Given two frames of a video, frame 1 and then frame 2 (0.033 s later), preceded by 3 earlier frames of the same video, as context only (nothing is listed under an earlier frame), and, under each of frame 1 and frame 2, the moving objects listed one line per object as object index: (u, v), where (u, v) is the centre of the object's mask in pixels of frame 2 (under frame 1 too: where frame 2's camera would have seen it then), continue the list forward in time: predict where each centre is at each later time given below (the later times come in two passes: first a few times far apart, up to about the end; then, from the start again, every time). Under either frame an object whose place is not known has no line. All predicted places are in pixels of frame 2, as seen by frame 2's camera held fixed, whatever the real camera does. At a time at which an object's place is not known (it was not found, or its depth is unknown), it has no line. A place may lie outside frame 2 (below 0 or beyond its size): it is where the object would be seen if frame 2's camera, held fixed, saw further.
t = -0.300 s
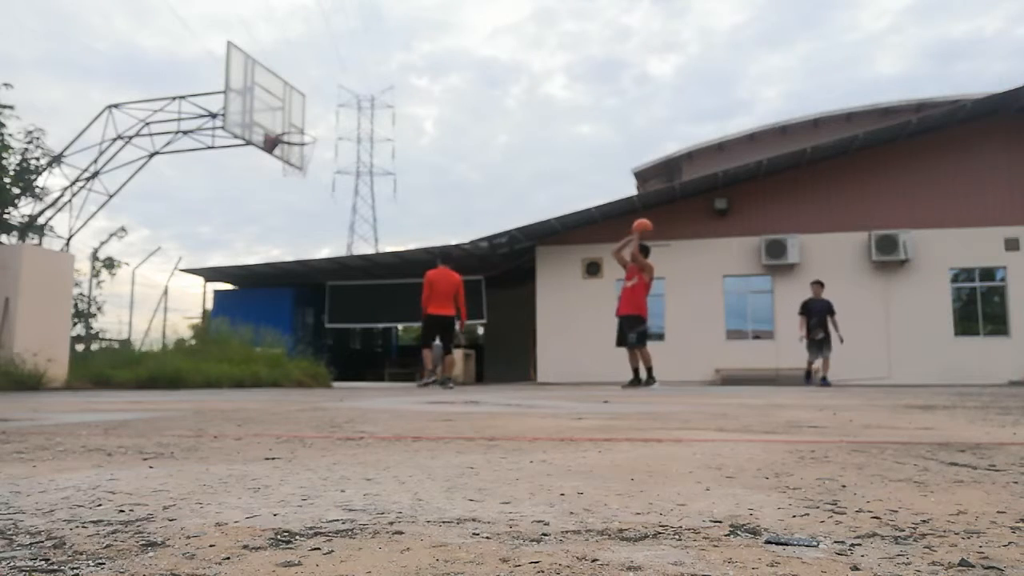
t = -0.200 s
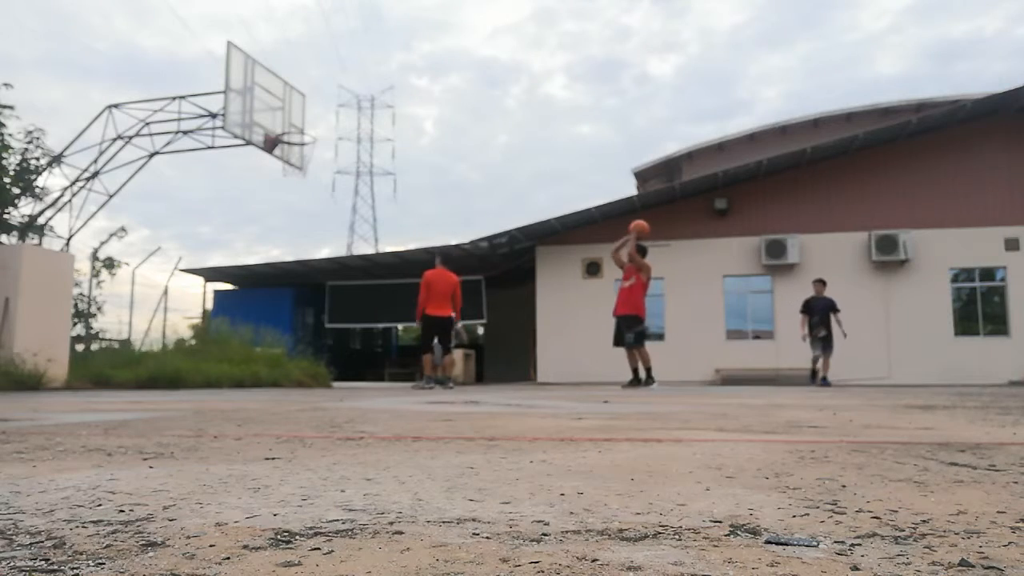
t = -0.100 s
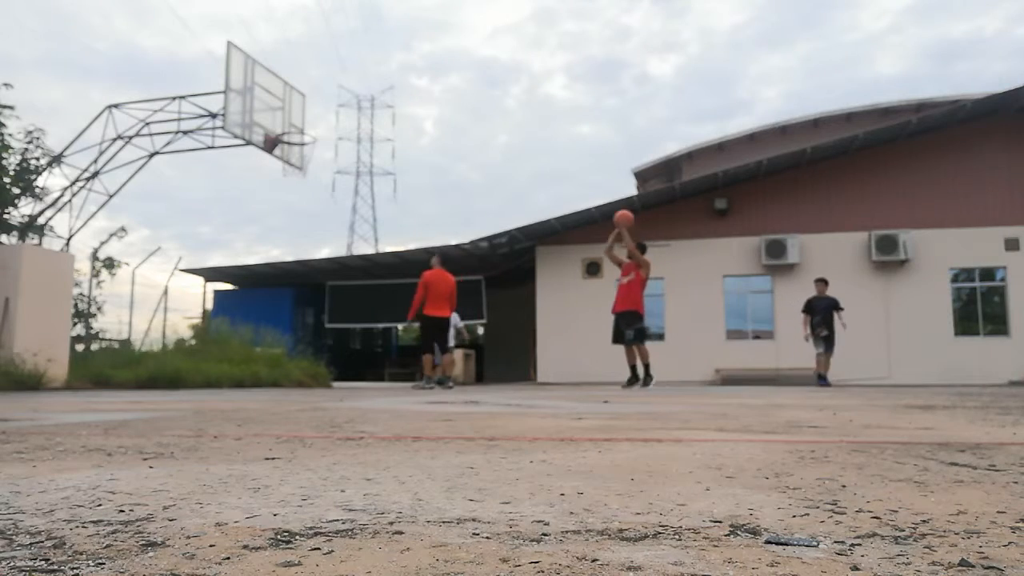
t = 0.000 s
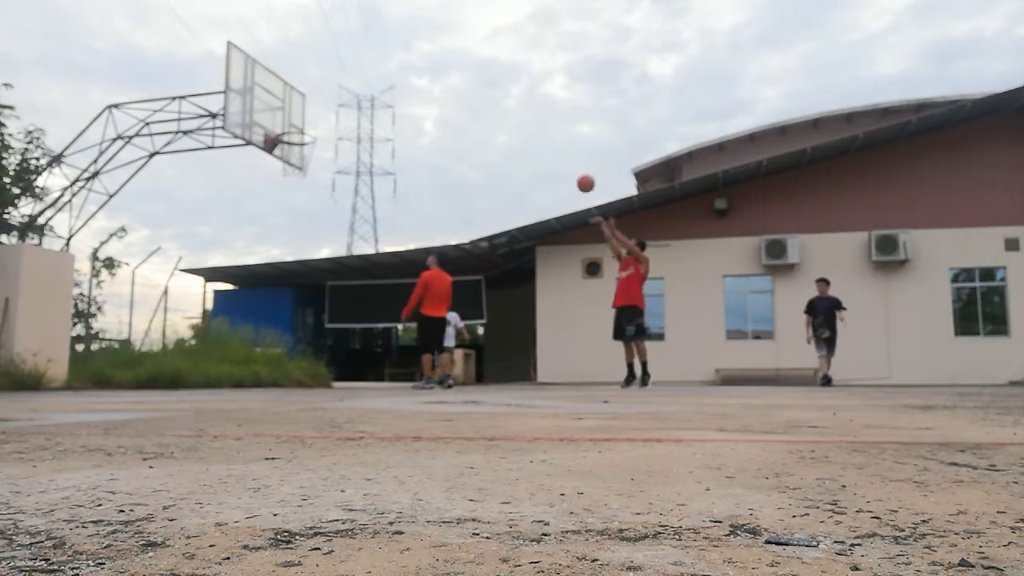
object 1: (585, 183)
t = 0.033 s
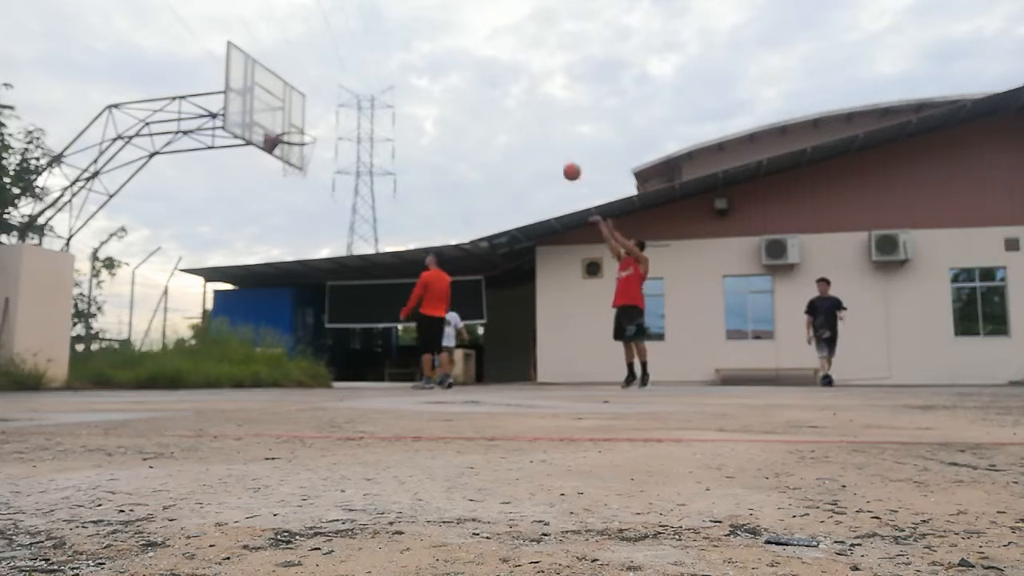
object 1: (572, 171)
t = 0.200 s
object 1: (502, 126)
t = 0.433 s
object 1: (407, 99)
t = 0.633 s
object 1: (328, 109)
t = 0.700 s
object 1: (302, 119)
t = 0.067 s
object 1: (557, 161)
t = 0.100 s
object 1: (543, 151)
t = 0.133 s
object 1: (529, 141)
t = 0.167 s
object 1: (516, 133)
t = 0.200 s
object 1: (502, 126)
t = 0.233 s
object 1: (489, 119)
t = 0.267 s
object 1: (475, 114)
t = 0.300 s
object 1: (461, 109)
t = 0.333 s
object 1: (448, 106)
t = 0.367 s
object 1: (434, 102)
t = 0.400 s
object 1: (421, 100)
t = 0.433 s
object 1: (407, 99)
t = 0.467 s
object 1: (394, 98)
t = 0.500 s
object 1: (381, 99)
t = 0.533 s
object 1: (368, 100)
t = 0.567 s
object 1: (355, 102)
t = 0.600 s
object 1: (341, 105)
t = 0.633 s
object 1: (328, 109)
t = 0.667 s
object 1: (315, 114)
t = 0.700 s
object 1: (302, 119)
